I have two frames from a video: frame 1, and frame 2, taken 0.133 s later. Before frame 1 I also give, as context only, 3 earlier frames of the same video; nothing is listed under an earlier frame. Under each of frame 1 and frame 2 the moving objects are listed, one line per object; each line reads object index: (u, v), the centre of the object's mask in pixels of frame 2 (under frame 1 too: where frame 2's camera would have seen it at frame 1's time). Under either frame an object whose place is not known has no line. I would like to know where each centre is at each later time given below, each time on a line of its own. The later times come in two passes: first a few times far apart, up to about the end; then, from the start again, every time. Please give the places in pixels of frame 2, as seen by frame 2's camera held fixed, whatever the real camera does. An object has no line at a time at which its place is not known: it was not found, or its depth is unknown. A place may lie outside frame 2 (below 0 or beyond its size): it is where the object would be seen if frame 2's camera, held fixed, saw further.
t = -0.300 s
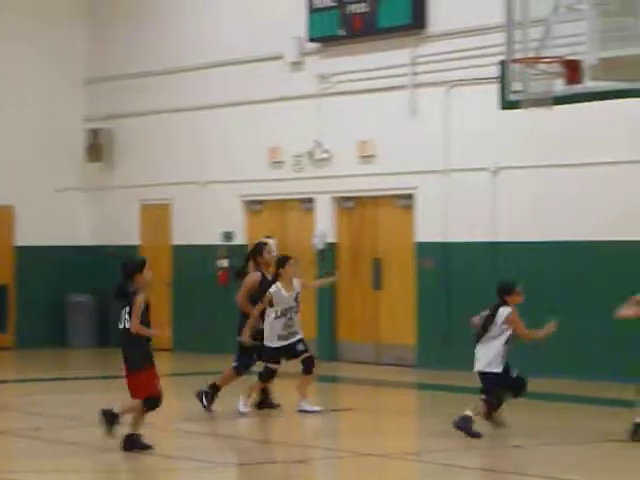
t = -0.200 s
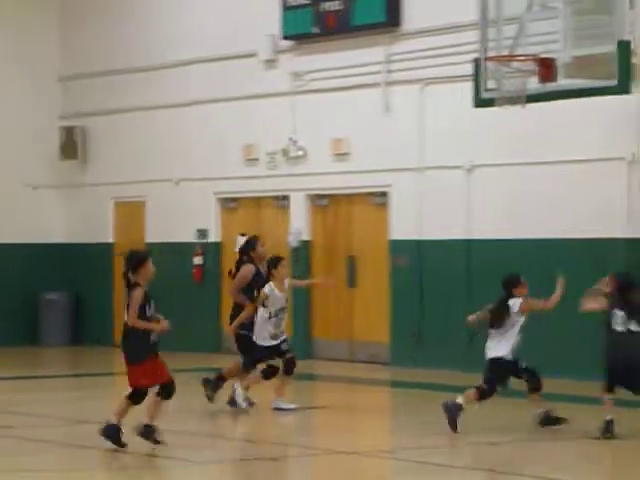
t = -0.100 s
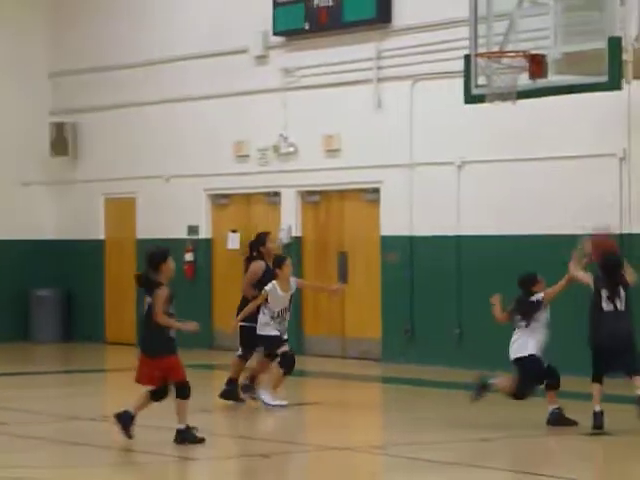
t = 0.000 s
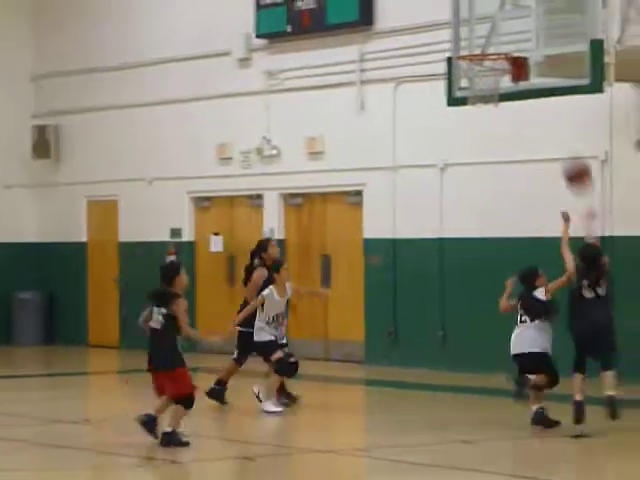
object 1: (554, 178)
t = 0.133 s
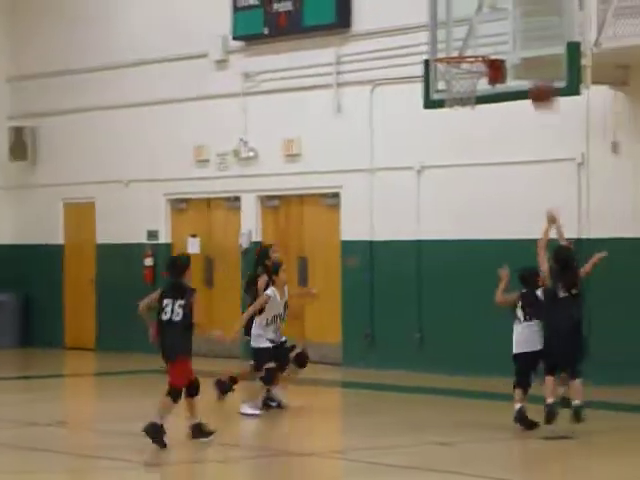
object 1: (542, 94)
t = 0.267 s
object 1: (532, 36)
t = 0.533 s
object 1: (488, 3)
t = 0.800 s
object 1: (444, 46)
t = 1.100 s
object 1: (467, 38)
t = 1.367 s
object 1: (457, 62)
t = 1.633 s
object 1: (465, 132)
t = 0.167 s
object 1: (539, 77)
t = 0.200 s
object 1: (537, 63)
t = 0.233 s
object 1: (534, 48)
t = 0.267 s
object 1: (532, 36)
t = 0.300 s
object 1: (529, 25)
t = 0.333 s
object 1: (527, 15)
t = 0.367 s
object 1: (524, 9)
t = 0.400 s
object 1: (516, 5)
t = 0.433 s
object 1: (509, 3)
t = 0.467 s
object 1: (502, 2)
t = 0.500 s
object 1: (495, 2)
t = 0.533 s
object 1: (488, 3)
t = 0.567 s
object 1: (482, 6)
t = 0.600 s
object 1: (475, 10)
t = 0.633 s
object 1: (468, 15)
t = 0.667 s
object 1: (461, 21)
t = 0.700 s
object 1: (455, 28)
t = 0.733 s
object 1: (448, 37)
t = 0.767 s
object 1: (442, 47)
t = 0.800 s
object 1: (444, 46)
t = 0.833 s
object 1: (451, 44)
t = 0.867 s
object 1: (456, 43)
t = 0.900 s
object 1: (462, 44)
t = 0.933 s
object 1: (467, 45)
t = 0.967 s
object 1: (472, 47)
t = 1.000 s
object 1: (473, 46)
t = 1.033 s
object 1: (471, 43)
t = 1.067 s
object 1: (469, 40)
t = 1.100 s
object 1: (467, 38)
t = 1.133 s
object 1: (466, 38)
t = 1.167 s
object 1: (464, 38)
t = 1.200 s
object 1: (462, 40)
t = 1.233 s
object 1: (460, 43)
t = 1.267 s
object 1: (458, 48)
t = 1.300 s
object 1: (456, 54)
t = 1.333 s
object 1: (456, 57)
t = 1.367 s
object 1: (457, 62)
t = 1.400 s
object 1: (458, 68)
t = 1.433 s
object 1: (459, 75)
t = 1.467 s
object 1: (460, 84)
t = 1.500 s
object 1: (461, 94)
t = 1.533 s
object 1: (463, 102)
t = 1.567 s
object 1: (464, 113)
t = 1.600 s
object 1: (465, 121)
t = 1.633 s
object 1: (465, 132)
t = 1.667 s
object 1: (466, 144)
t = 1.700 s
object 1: (467, 158)
